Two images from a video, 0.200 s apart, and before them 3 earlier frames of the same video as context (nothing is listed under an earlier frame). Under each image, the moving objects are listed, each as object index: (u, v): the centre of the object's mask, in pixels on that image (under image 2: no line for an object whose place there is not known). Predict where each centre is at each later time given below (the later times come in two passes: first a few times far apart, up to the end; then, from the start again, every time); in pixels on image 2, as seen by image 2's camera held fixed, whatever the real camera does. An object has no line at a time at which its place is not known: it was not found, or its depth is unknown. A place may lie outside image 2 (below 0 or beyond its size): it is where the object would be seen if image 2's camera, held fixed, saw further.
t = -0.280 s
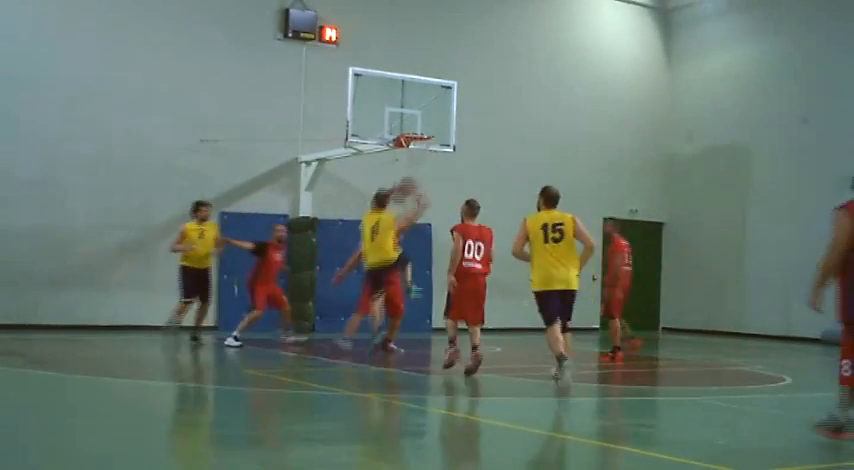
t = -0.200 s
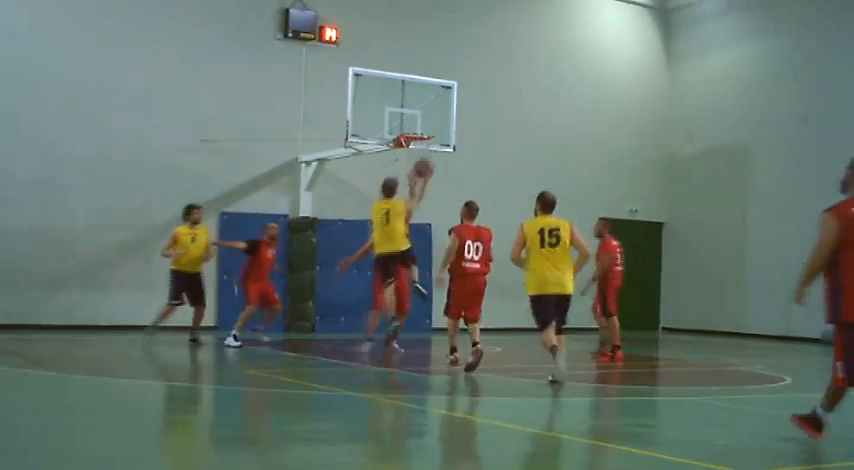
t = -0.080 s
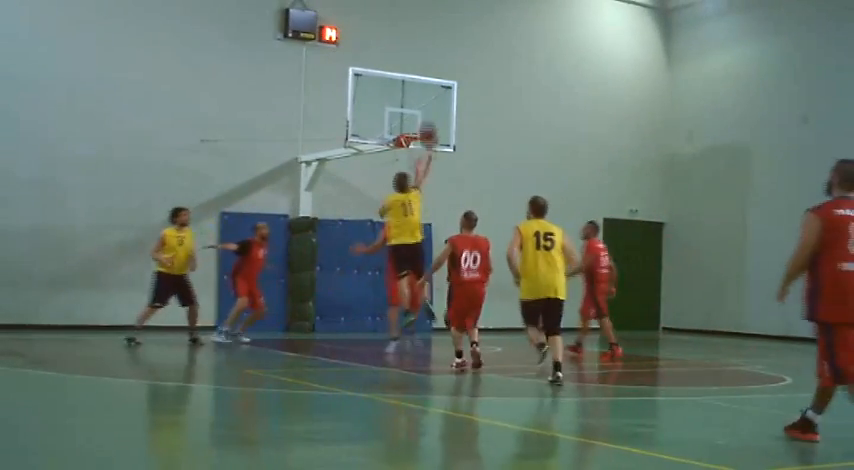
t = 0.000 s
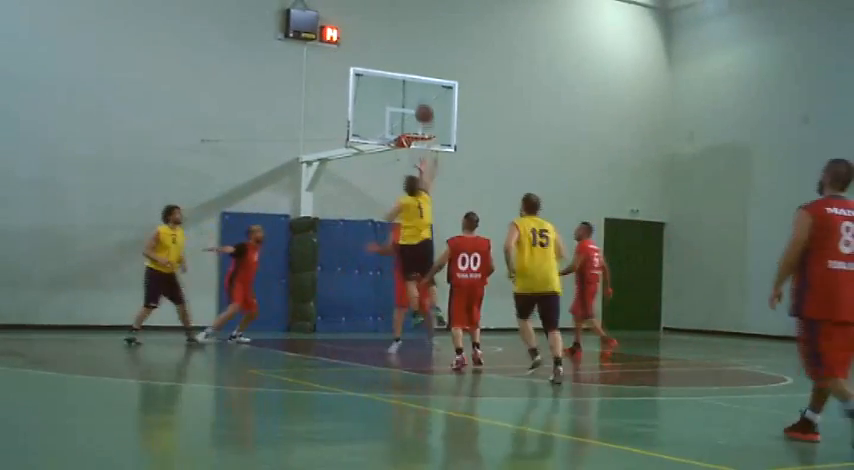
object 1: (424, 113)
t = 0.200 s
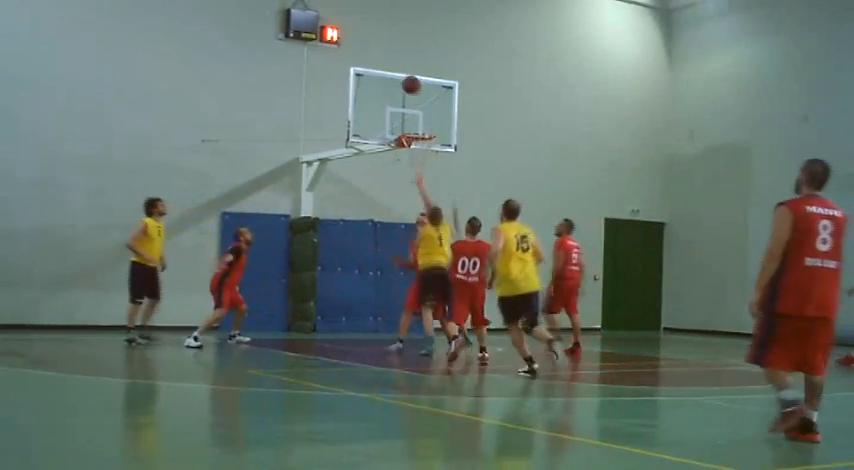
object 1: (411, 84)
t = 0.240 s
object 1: (408, 82)
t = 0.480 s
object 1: (392, 92)
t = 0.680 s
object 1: (379, 129)
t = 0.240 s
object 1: (408, 82)
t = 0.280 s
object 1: (406, 82)
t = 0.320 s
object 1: (403, 82)
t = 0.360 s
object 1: (400, 83)
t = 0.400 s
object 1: (398, 85)
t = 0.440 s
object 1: (395, 88)
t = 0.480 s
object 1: (392, 92)
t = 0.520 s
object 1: (390, 97)
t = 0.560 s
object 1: (387, 104)
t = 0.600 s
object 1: (384, 112)
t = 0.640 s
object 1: (382, 120)
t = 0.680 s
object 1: (379, 129)
